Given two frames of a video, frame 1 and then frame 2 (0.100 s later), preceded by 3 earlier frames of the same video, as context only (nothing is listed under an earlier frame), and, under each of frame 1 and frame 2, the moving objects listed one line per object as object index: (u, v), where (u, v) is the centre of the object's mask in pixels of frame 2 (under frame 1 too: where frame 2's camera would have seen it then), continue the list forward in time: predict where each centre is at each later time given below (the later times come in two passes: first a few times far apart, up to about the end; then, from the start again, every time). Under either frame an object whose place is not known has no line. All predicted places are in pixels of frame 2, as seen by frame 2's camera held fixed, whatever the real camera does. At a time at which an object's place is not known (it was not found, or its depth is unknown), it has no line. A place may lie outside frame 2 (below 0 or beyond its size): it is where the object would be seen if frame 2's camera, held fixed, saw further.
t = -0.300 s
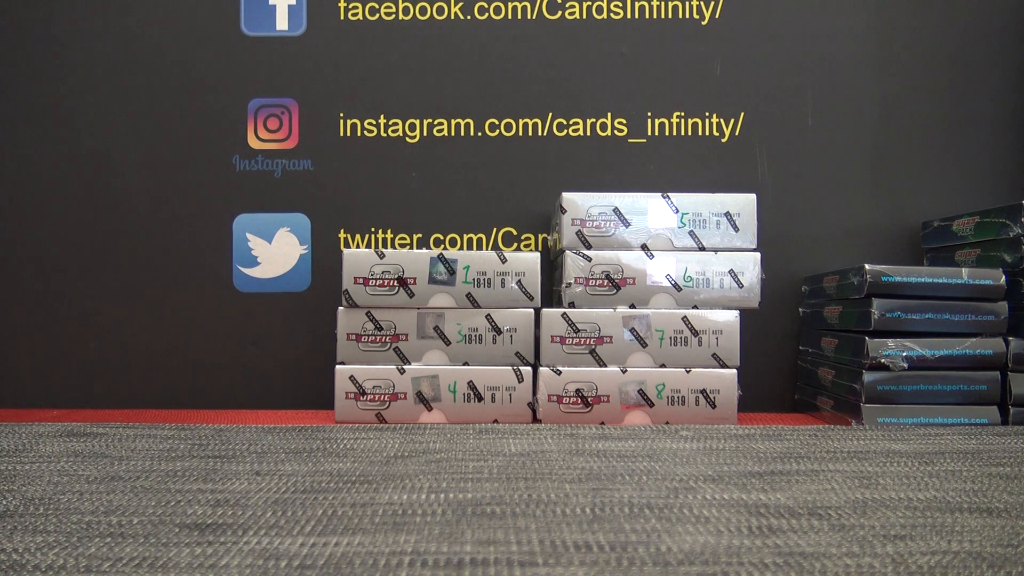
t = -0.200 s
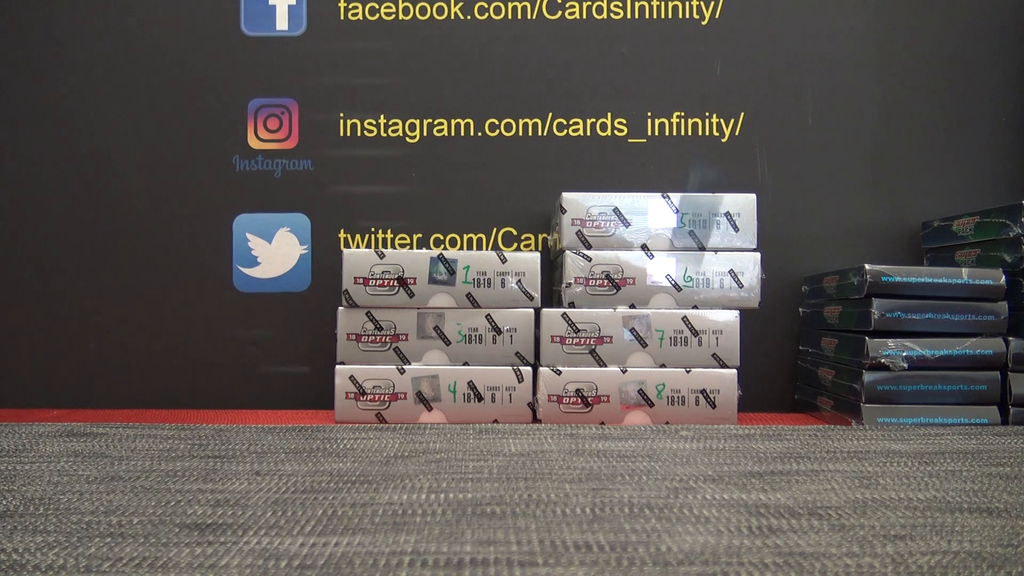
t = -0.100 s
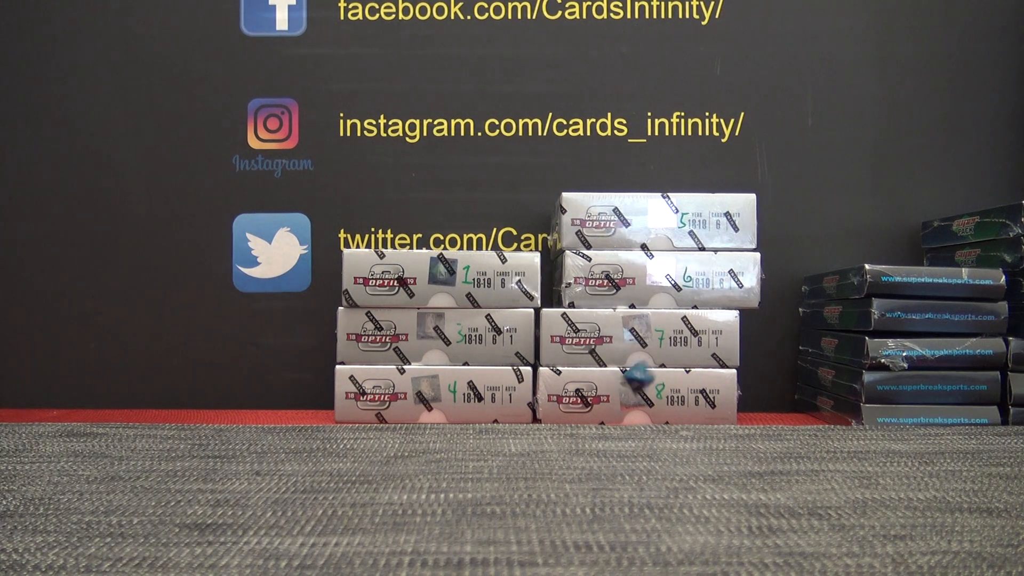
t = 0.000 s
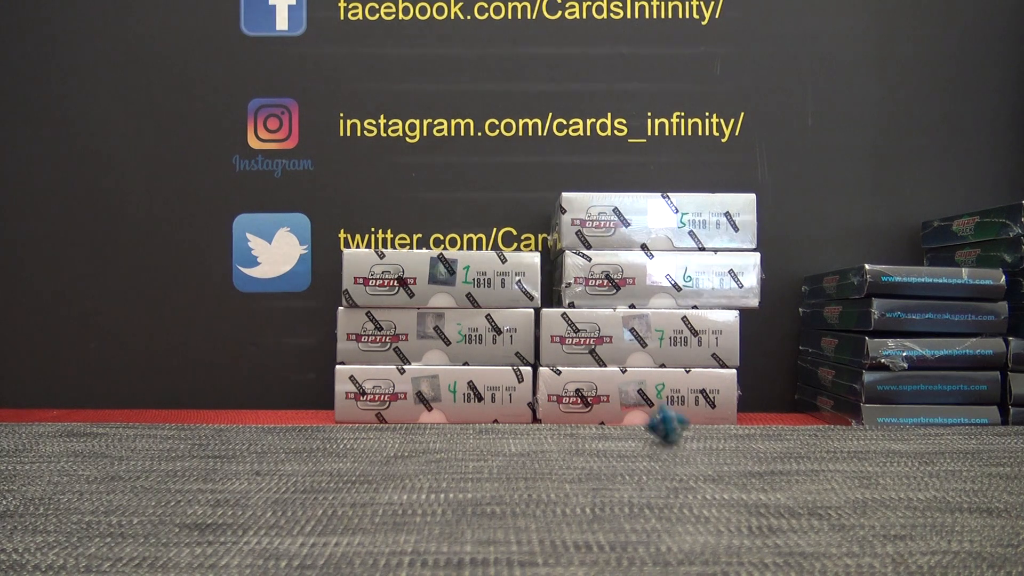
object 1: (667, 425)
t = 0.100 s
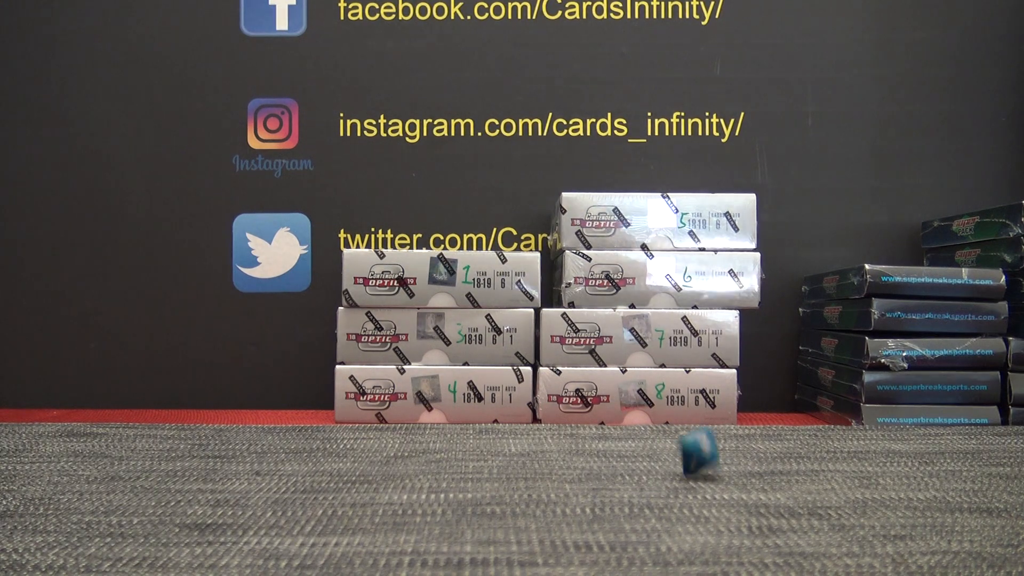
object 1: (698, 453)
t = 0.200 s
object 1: (739, 486)
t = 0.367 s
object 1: (789, 515)
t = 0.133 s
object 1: (711, 462)
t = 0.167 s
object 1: (723, 477)
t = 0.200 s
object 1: (739, 486)
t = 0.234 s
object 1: (755, 498)
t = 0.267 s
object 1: (768, 505)
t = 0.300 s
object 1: (780, 511)
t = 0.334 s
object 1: (788, 515)
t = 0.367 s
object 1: (789, 515)
